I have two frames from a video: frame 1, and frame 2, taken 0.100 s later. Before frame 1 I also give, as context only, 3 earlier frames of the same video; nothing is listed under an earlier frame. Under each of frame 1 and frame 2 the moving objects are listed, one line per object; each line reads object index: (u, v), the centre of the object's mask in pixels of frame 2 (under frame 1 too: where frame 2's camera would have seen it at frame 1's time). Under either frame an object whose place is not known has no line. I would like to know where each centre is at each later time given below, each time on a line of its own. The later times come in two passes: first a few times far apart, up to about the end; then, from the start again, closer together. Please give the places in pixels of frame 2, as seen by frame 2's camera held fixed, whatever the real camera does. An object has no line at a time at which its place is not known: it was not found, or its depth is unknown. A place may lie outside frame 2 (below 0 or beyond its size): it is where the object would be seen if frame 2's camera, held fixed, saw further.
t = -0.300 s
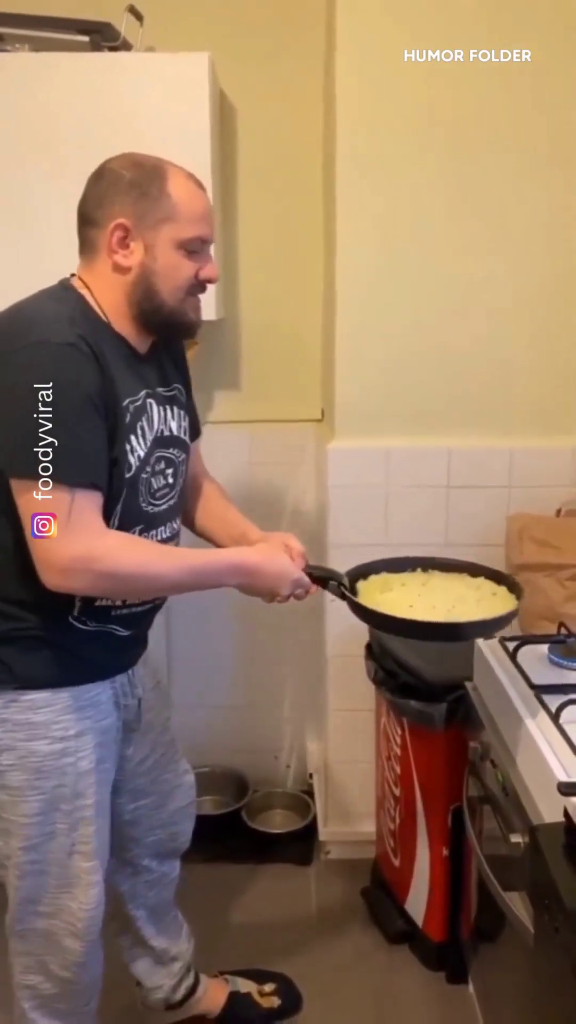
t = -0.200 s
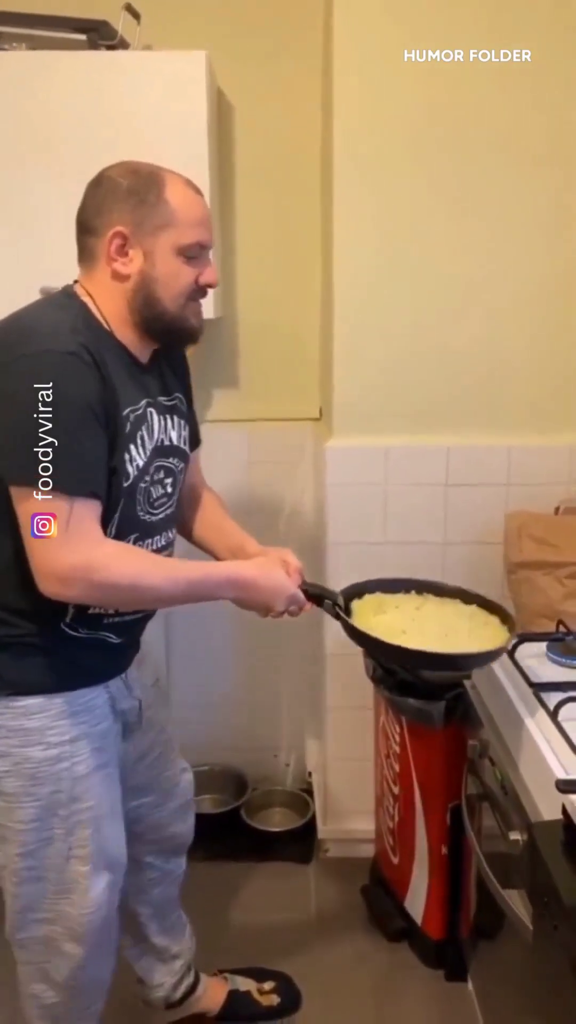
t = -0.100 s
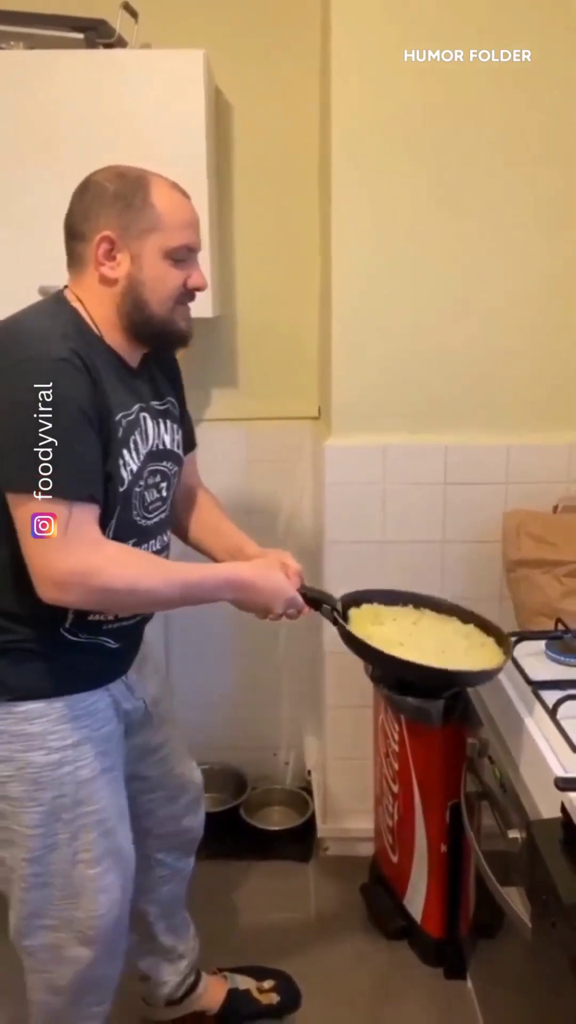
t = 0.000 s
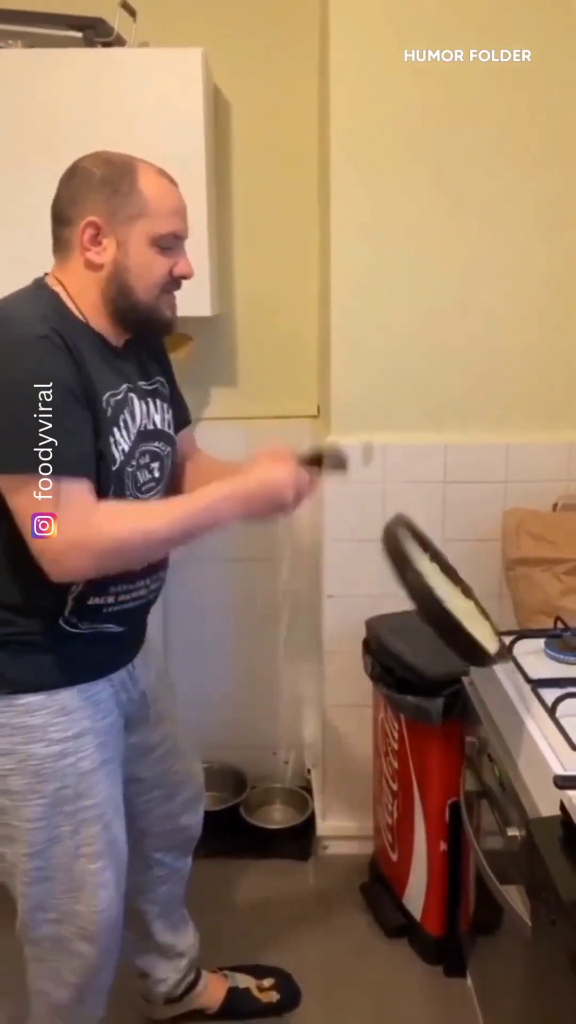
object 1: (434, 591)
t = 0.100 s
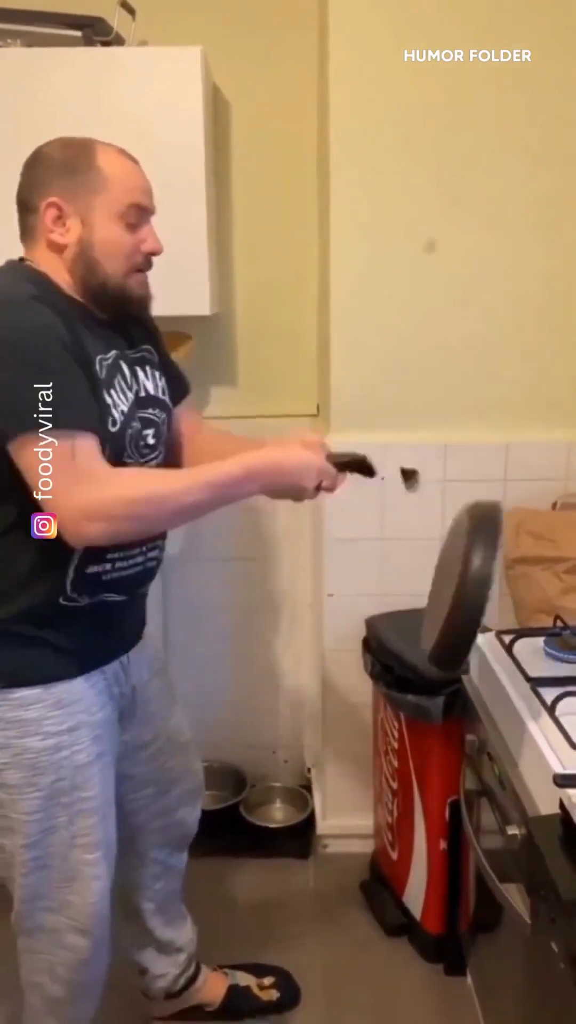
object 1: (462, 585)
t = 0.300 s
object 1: (494, 691)
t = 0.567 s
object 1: (384, 930)
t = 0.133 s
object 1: (467, 596)
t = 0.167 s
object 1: (472, 613)
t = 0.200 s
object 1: (476, 633)
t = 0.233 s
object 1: (480, 658)
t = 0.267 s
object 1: (489, 677)
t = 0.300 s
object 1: (494, 691)
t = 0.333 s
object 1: (499, 704)
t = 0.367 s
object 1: (492, 719)
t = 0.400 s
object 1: (480, 743)
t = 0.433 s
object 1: (464, 761)
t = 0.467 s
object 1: (438, 793)
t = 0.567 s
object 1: (384, 930)
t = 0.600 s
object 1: (365, 973)
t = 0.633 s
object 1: (337, 1006)
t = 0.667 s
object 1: (320, 1030)
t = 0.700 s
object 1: (289, 1041)
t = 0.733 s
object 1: (288, 1030)
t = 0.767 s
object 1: (283, 1038)
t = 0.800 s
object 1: (257, 1043)
